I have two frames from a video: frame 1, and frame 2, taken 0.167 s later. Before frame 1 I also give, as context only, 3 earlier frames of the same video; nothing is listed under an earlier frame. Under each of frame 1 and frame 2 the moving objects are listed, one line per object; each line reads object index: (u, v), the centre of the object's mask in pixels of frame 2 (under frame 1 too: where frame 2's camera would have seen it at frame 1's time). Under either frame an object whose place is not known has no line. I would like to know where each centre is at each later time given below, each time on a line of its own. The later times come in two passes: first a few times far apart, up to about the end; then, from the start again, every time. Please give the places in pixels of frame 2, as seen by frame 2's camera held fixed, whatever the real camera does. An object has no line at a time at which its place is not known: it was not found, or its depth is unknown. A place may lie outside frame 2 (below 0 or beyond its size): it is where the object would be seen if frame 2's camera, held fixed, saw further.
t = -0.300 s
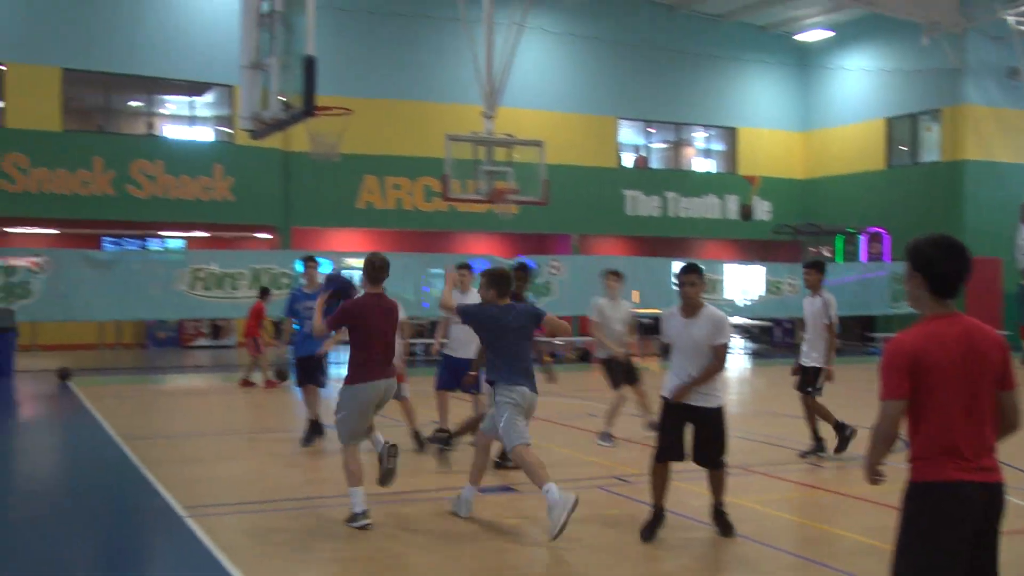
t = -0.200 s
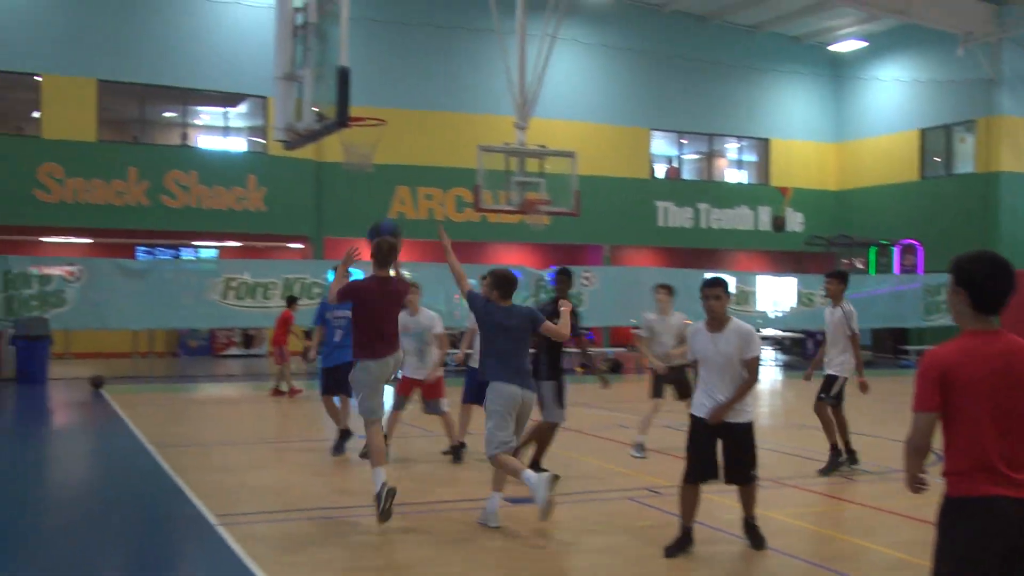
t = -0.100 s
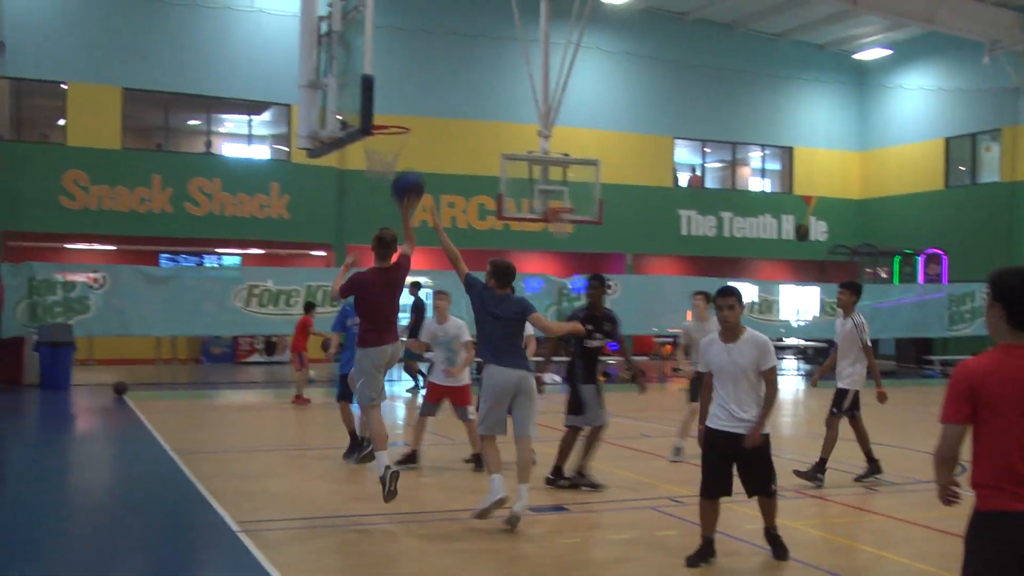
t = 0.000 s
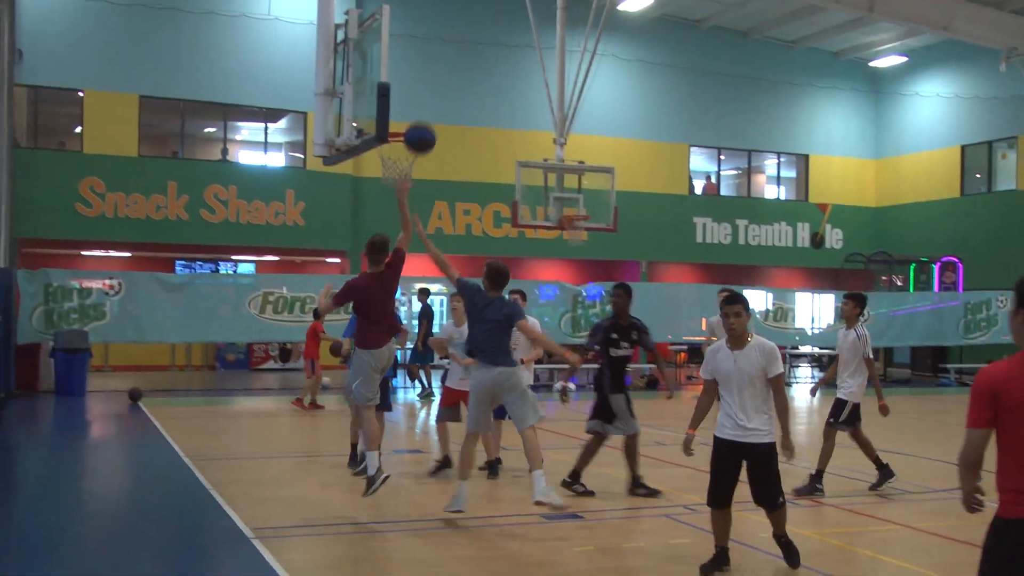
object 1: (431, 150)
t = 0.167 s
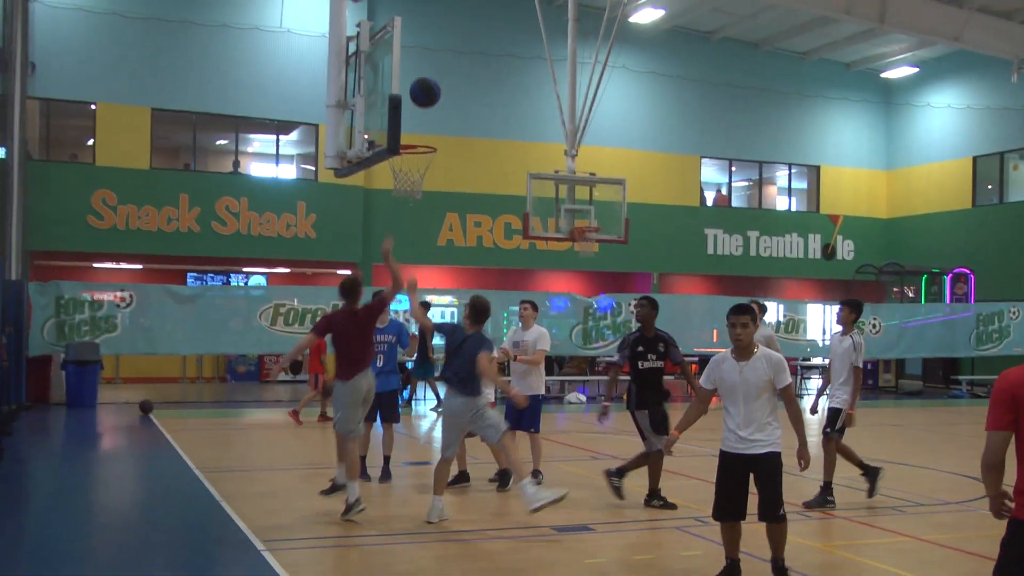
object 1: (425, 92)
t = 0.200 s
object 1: (424, 86)
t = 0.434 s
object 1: (416, 79)
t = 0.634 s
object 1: (412, 122)
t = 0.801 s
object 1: (413, 122)
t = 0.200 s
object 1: (424, 86)
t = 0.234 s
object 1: (423, 80)
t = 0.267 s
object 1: (421, 76)
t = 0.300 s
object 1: (420, 74)
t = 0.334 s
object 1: (419, 74)
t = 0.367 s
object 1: (418, 74)
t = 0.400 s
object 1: (417, 76)
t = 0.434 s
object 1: (416, 79)
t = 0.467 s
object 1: (415, 83)
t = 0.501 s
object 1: (414, 89)
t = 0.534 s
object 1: (413, 95)
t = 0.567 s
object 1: (413, 103)
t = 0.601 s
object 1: (413, 112)
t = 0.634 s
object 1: (412, 122)
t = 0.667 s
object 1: (411, 132)
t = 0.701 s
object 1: (411, 129)
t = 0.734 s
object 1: (412, 125)
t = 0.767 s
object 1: (412, 123)
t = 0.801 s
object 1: (413, 122)
